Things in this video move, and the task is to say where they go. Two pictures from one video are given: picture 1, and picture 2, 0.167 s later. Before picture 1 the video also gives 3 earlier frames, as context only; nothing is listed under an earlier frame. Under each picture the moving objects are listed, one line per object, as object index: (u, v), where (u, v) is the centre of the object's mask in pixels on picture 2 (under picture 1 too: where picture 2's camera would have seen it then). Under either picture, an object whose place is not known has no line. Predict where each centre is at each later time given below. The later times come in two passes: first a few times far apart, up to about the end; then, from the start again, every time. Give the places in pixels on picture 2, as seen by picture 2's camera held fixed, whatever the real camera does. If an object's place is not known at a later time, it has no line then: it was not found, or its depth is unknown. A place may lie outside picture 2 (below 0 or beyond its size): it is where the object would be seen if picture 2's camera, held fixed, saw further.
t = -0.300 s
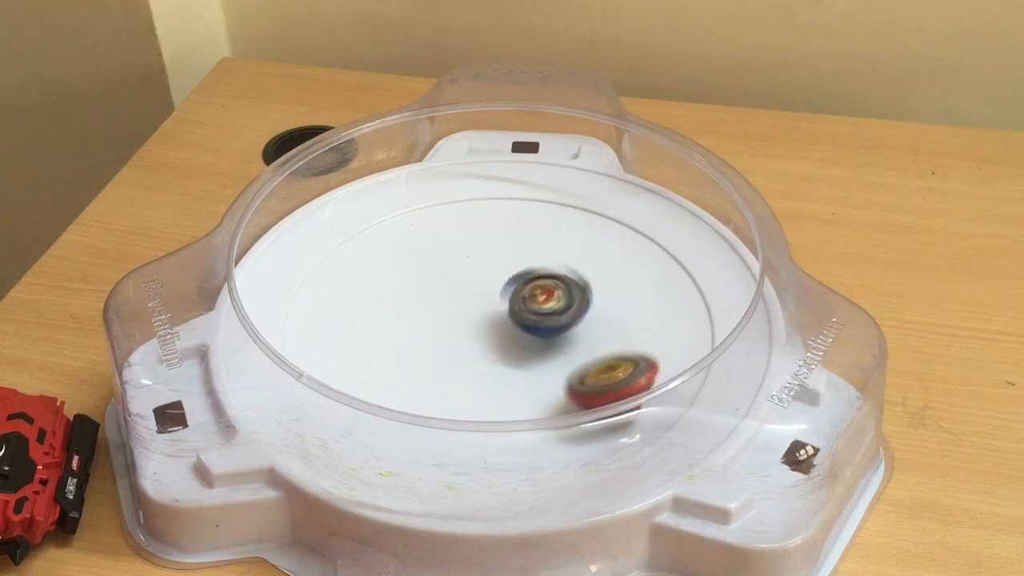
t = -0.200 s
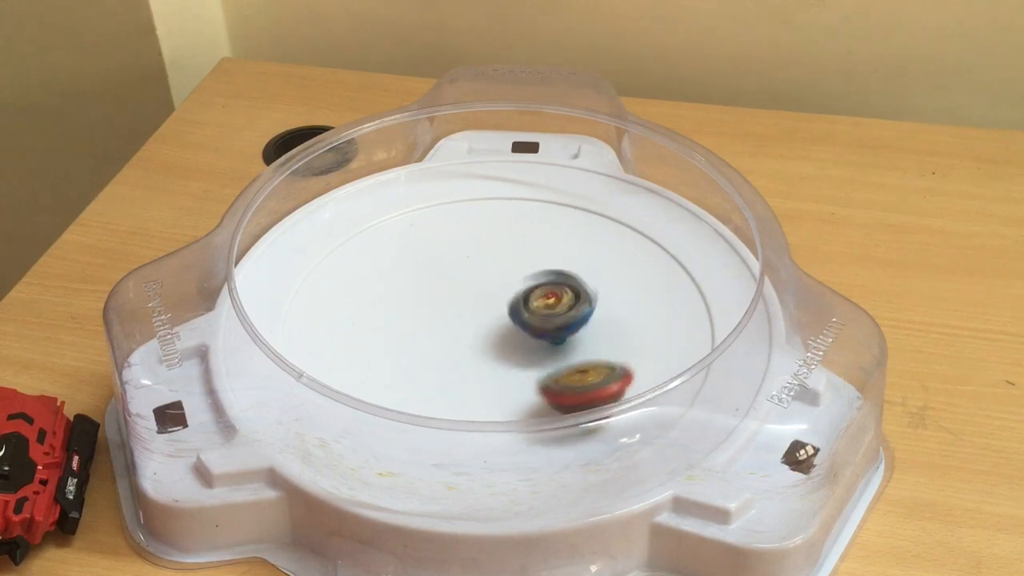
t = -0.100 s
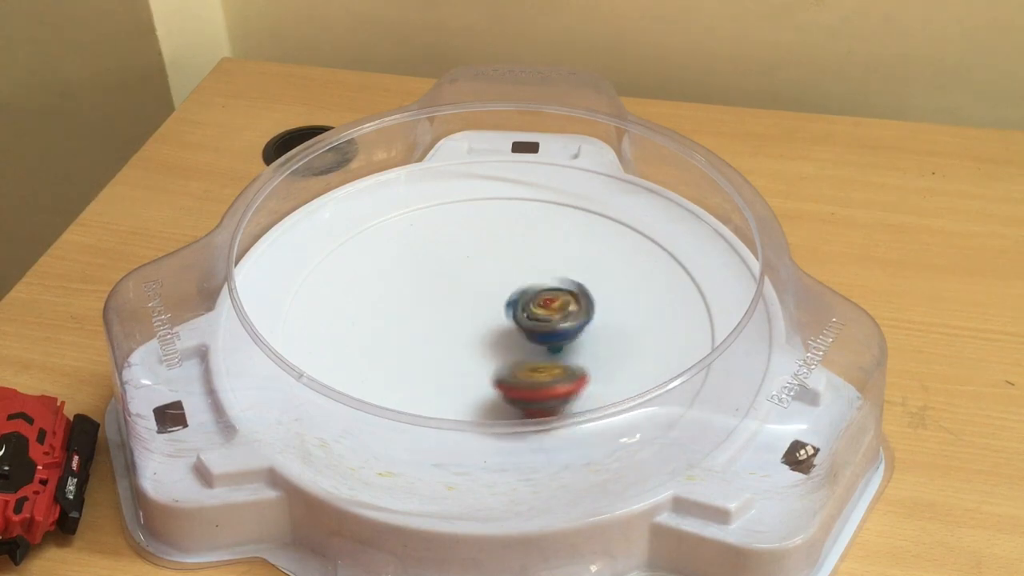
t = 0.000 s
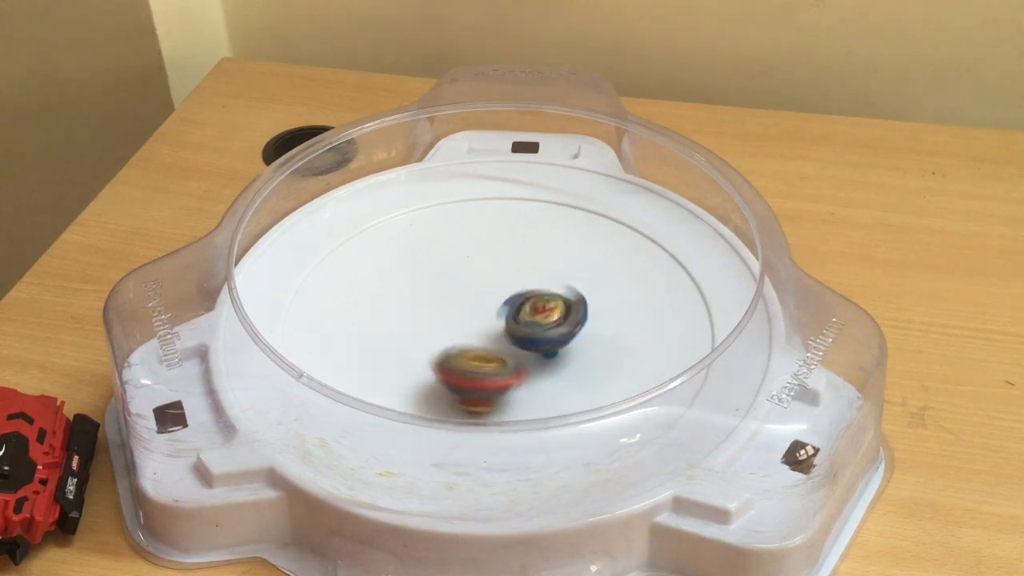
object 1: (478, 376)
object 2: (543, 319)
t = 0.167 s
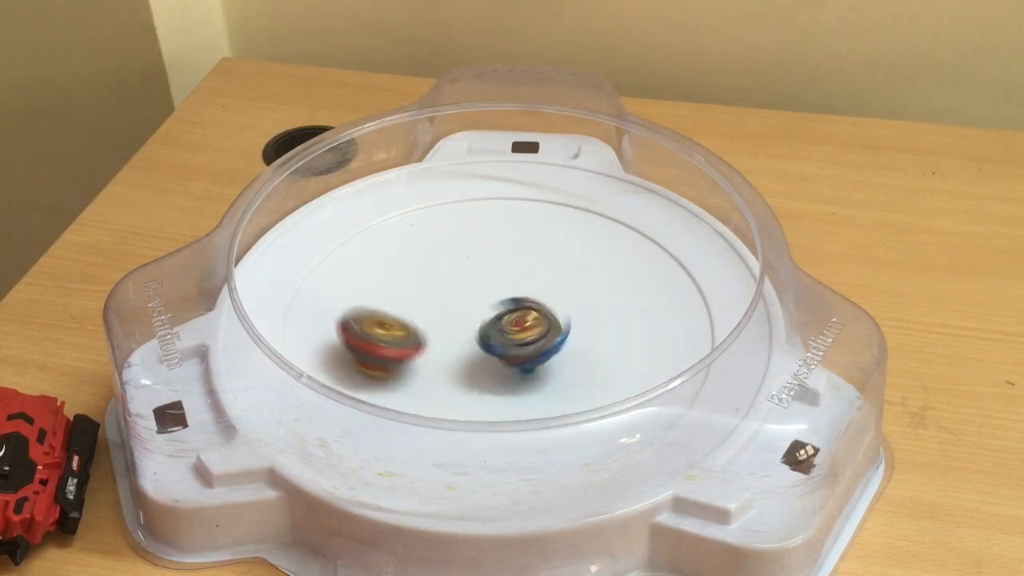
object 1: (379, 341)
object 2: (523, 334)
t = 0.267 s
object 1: (348, 316)
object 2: (516, 340)
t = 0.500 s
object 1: (355, 286)
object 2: (489, 342)
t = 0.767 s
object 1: (459, 270)
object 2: (476, 341)
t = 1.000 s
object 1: (583, 256)
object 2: (480, 333)
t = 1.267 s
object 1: (625, 284)
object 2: (476, 320)
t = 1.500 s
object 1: (587, 352)
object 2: (518, 318)
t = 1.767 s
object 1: (474, 401)
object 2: (521, 317)
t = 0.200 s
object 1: (366, 332)
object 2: (520, 337)
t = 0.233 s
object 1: (356, 324)
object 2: (517, 340)
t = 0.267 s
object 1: (348, 316)
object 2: (516, 340)
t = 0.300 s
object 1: (345, 309)
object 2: (512, 339)
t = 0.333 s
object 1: (343, 304)
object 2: (507, 341)
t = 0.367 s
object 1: (344, 300)
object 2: (504, 342)
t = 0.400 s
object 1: (345, 295)
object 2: (500, 342)
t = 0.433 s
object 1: (347, 292)
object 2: (496, 342)
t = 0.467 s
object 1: (350, 289)
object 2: (492, 341)
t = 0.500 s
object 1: (355, 286)
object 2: (489, 342)
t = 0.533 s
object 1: (361, 285)
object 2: (485, 341)
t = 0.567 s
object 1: (369, 283)
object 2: (482, 342)
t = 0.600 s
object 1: (380, 281)
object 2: (480, 340)
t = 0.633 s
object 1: (392, 279)
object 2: (478, 340)
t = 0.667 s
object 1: (407, 277)
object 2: (476, 340)
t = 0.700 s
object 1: (423, 276)
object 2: (477, 340)
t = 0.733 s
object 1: (440, 272)
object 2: (476, 339)
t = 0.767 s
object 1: (459, 270)
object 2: (476, 341)
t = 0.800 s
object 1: (479, 267)
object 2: (475, 340)
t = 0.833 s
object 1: (498, 264)
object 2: (475, 338)
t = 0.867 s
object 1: (517, 260)
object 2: (478, 336)
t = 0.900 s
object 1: (536, 258)
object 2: (478, 336)
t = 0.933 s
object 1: (553, 257)
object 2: (479, 335)
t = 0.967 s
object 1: (569, 256)
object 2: (480, 334)
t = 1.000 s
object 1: (583, 256)
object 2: (480, 333)
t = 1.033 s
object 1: (595, 256)
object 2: (479, 331)
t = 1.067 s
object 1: (604, 258)
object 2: (477, 329)
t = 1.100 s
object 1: (612, 261)
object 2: (476, 327)
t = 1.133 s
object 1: (618, 265)
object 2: (474, 325)
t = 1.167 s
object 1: (622, 268)
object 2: (473, 324)
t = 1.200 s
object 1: (625, 273)
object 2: (473, 322)
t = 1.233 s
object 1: (626, 278)
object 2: (474, 321)
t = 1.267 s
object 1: (625, 284)
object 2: (476, 320)
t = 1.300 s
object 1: (624, 291)
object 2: (481, 321)
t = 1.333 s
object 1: (622, 298)
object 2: (489, 323)
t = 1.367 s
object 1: (618, 308)
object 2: (499, 326)
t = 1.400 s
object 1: (612, 318)
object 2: (508, 326)
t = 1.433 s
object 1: (605, 329)
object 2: (513, 324)
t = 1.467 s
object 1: (598, 340)
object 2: (516, 321)
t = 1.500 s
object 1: (587, 352)
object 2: (518, 318)
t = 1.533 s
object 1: (577, 363)
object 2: (519, 316)
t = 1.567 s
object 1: (564, 374)
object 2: (521, 315)
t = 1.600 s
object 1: (550, 382)
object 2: (522, 315)
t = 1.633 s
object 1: (535, 388)
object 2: (522, 316)
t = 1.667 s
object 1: (520, 393)
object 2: (521, 316)
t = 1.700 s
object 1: (504, 397)
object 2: (521, 317)
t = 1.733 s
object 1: (489, 399)
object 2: (521, 317)
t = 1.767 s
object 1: (474, 401)
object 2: (521, 317)
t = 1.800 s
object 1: (461, 401)
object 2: (521, 317)
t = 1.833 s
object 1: (449, 400)
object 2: (521, 317)
